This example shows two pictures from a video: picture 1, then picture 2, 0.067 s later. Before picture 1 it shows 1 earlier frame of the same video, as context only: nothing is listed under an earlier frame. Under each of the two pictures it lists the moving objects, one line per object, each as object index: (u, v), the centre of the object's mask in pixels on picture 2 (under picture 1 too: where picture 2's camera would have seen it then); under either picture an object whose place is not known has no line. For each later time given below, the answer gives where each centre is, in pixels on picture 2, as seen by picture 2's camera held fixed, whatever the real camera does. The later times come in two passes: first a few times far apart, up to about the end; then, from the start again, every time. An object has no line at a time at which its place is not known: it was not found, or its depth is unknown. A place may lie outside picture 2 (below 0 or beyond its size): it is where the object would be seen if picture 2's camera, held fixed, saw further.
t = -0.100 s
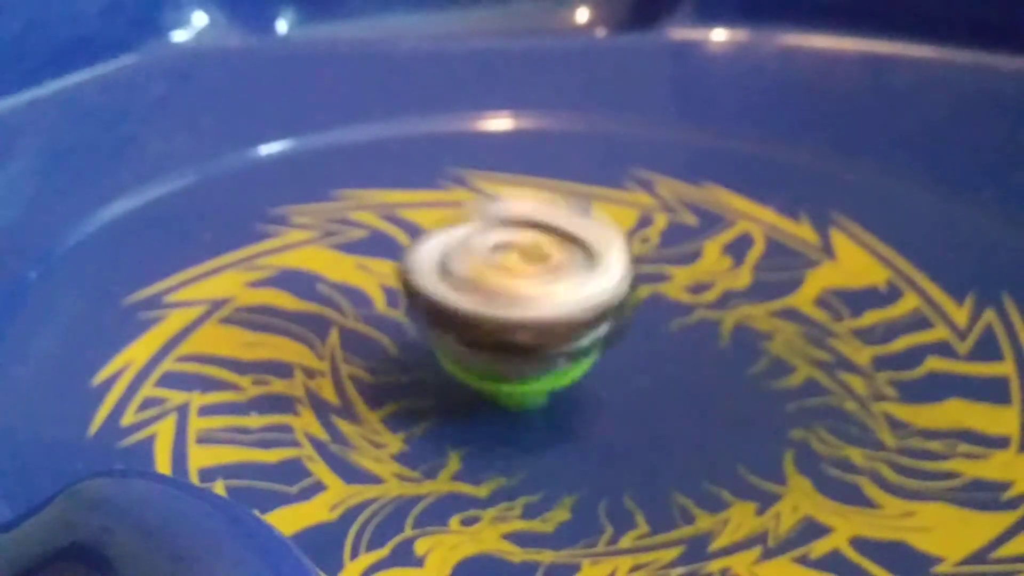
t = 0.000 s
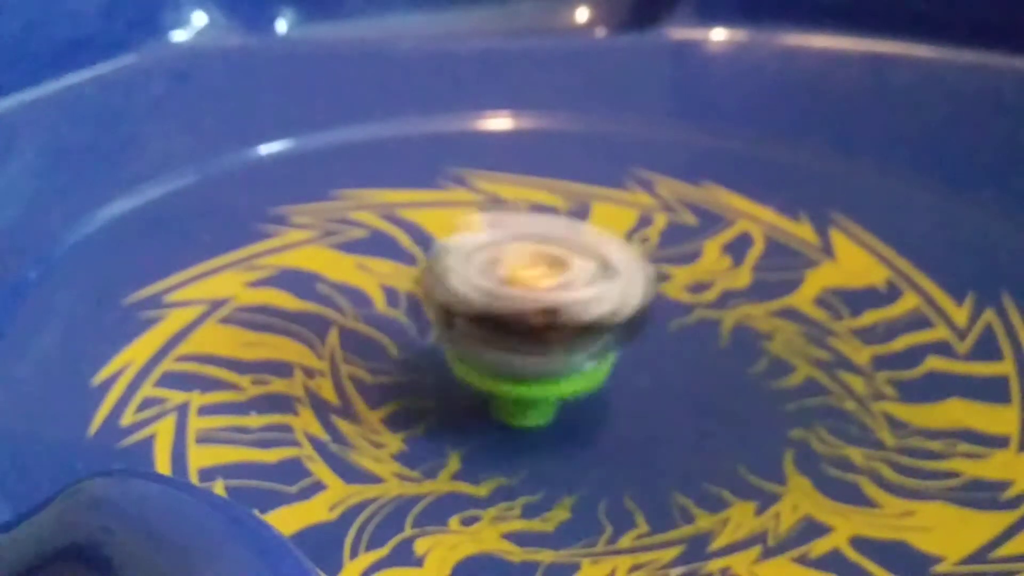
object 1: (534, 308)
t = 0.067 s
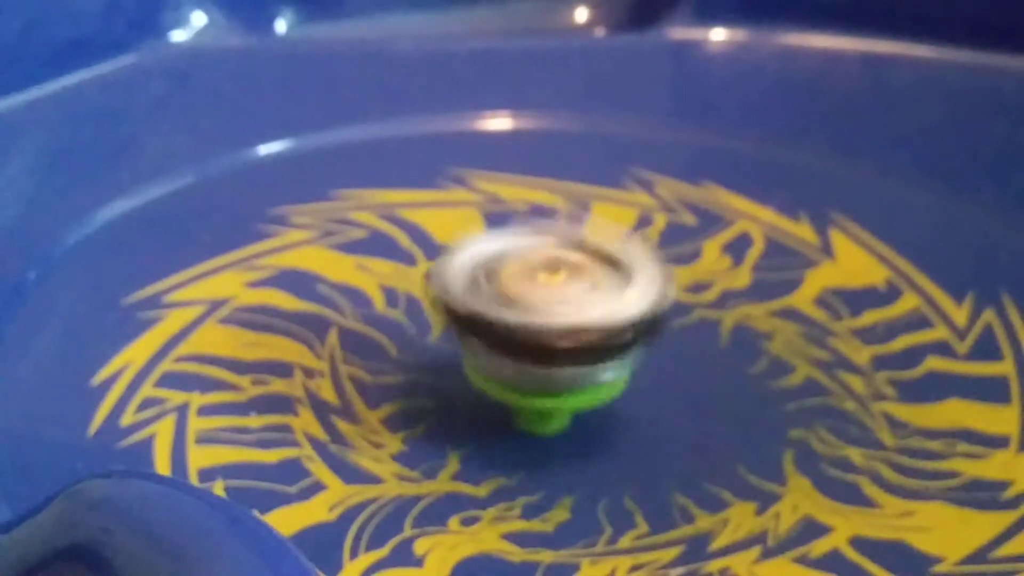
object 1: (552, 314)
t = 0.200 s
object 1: (593, 324)
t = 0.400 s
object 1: (661, 321)
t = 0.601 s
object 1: (697, 299)
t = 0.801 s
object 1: (665, 277)
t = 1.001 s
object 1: (614, 271)
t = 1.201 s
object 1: (560, 278)
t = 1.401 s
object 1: (540, 307)
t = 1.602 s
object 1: (557, 325)
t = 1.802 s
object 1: (618, 319)
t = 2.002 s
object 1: (659, 305)
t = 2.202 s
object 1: (655, 279)
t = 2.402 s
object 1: (637, 271)
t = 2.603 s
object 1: (597, 271)
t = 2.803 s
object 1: (572, 299)
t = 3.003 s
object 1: (571, 313)
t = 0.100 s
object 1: (562, 313)
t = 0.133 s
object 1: (569, 319)
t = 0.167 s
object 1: (588, 320)
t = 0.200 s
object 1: (593, 324)
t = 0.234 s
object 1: (609, 323)
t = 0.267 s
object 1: (619, 320)
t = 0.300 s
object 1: (635, 321)
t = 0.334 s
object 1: (645, 322)
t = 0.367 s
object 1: (655, 323)
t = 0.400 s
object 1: (661, 321)
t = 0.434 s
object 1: (676, 321)
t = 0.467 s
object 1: (677, 312)
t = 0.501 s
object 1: (687, 315)
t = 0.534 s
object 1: (690, 304)
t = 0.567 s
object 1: (691, 305)
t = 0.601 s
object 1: (697, 299)
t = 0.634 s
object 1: (690, 299)
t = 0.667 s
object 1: (691, 295)
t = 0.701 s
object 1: (682, 292)
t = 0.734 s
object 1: (681, 286)
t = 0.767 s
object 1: (673, 281)
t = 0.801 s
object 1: (665, 277)
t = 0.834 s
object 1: (660, 278)
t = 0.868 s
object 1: (653, 277)
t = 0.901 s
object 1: (643, 276)
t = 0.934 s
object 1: (633, 278)
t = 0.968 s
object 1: (624, 271)
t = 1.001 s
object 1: (614, 271)
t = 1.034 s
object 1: (604, 271)
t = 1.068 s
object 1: (593, 275)
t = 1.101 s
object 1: (587, 278)
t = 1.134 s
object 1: (577, 276)
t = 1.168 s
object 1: (570, 281)
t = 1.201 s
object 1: (560, 278)
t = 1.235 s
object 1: (554, 286)
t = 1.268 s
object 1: (548, 283)
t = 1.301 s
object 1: (539, 296)
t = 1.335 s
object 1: (541, 296)
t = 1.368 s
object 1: (532, 302)
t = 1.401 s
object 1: (540, 307)
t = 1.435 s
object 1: (534, 309)
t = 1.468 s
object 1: (541, 313)
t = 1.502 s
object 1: (543, 312)
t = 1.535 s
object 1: (550, 320)
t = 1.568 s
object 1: (559, 318)
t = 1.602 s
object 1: (557, 325)
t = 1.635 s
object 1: (575, 327)
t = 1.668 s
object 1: (575, 325)
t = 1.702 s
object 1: (591, 327)
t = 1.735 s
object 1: (596, 321)
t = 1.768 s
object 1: (607, 326)
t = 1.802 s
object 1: (618, 319)
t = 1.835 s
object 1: (622, 322)
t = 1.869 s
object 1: (639, 318)
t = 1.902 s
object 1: (635, 318)
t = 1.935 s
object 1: (650, 313)
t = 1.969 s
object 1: (648, 306)
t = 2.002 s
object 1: (659, 305)
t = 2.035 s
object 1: (661, 294)
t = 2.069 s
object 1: (661, 294)
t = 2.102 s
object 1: (666, 285)
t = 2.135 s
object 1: (661, 286)
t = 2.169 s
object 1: (667, 281)
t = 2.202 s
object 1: (655, 279)
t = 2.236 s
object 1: (659, 281)
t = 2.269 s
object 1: (656, 270)
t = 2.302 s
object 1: (653, 271)
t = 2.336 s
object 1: (648, 266)
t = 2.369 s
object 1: (643, 268)
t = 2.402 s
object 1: (637, 271)
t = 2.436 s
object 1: (631, 269)
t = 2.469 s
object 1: (623, 272)
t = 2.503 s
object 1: (619, 271)
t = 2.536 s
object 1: (611, 271)
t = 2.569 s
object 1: (604, 270)
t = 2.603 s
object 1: (597, 271)
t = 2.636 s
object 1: (589, 276)
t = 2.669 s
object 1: (587, 278)
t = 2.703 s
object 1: (575, 287)
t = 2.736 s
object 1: (579, 291)
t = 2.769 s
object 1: (570, 294)
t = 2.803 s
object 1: (572, 299)
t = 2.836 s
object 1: (566, 296)
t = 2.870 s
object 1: (570, 305)
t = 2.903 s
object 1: (570, 302)
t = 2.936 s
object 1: (565, 309)
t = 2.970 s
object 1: (569, 313)
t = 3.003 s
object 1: (571, 313)
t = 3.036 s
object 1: (572, 313)
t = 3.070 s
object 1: (573, 315)
